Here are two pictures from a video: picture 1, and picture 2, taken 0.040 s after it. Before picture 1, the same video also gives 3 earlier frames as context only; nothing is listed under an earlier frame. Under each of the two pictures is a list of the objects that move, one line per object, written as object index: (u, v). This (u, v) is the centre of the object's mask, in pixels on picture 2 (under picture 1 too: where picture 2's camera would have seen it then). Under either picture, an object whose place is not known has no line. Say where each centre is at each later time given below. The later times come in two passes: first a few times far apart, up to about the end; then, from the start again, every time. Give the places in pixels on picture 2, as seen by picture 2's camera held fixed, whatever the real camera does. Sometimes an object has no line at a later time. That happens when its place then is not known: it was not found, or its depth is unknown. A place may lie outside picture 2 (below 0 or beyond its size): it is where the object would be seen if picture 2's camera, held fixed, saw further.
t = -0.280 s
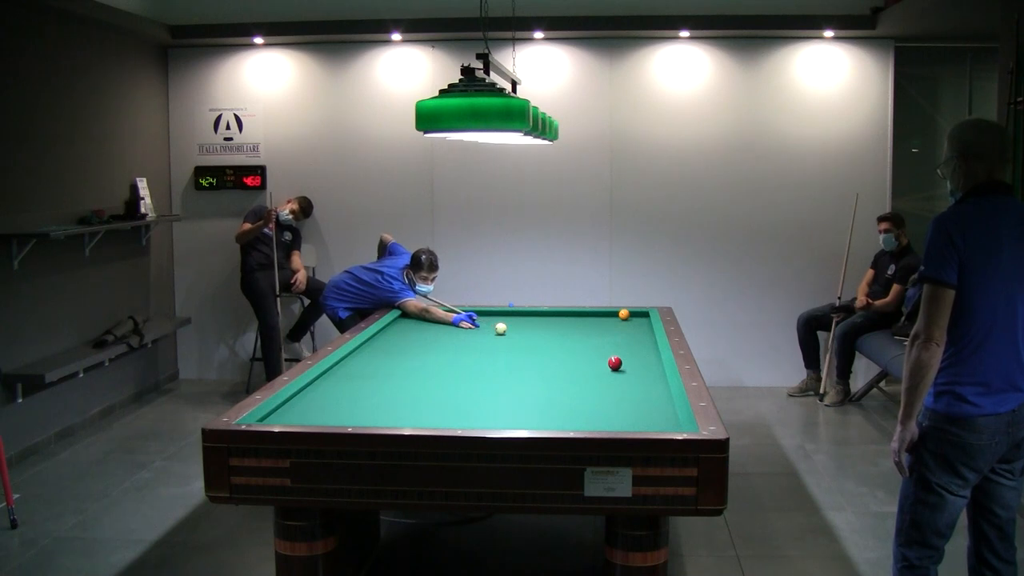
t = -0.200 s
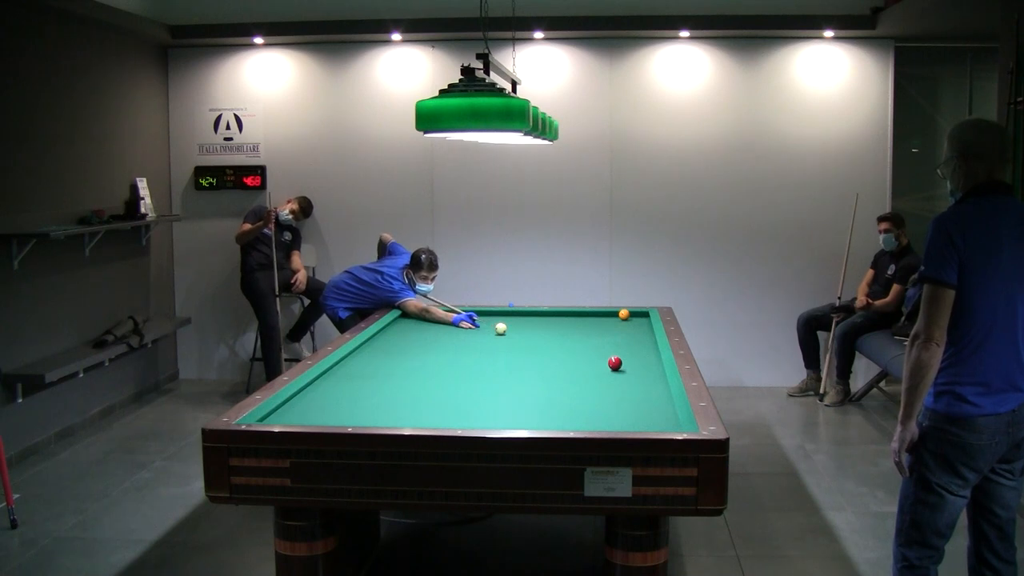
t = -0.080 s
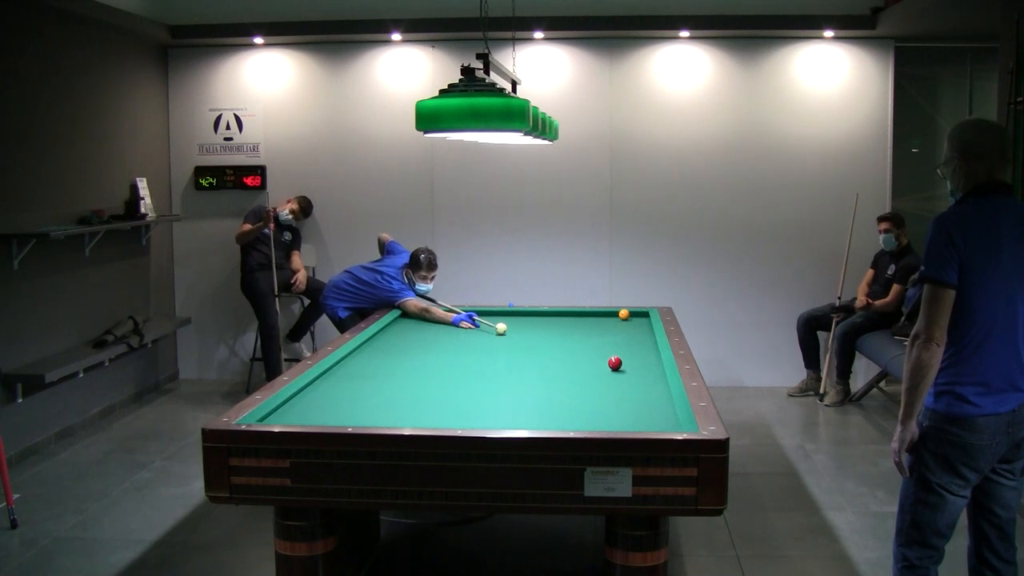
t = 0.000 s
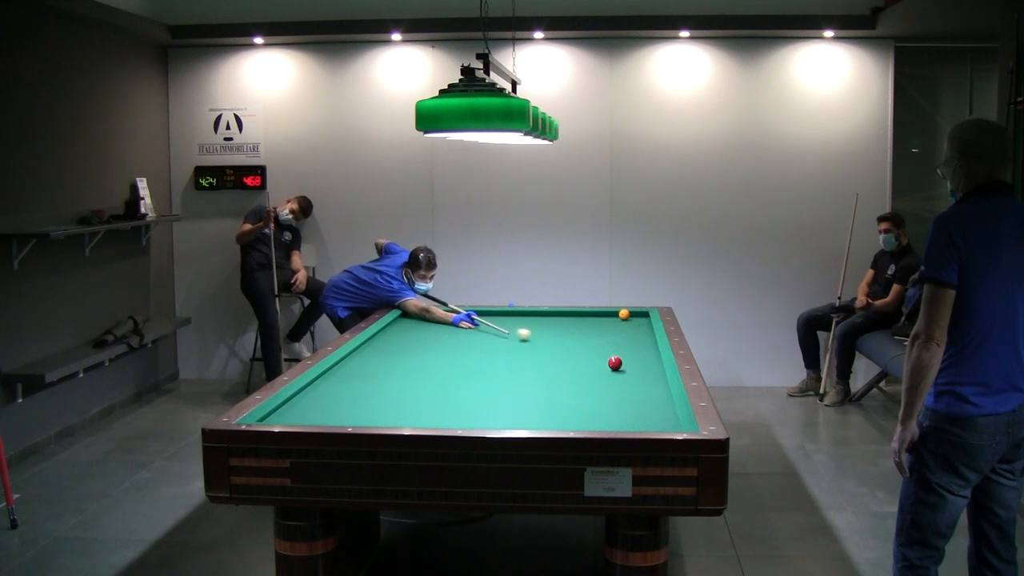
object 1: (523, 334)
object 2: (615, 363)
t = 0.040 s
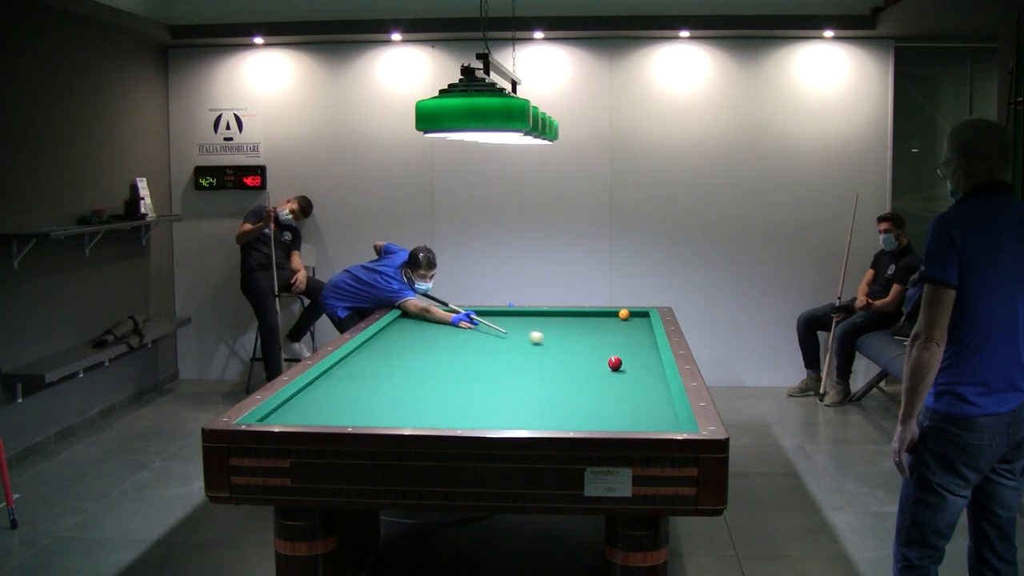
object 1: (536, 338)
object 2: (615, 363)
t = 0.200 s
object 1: (588, 351)
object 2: (615, 363)
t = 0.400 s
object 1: (654, 368)
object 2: (607, 365)
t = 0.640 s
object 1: (582, 387)
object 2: (591, 368)
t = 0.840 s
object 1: (527, 405)
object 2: (578, 371)
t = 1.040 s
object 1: (465, 422)
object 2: (565, 374)
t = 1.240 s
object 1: (407, 411)
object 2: (551, 377)
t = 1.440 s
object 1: (357, 398)
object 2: (538, 381)
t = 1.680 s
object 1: (317, 385)
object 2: (521, 384)
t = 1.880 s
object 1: (362, 377)
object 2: (508, 387)
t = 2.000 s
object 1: (385, 372)
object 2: (500, 389)
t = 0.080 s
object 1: (549, 341)
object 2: (615, 363)
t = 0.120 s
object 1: (562, 344)
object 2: (615, 363)
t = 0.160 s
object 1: (575, 348)
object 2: (615, 363)
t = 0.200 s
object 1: (588, 351)
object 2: (615, 363)
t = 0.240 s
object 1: (601, 355)
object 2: (615, 363)
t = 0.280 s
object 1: (613, 355)
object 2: (615, 363)
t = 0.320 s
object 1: (629, 362)
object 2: (613, 363)
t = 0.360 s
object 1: (646, 365)
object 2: (610, 364)
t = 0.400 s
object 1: (654, 368)
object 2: (607, 365)
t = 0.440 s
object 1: (641, 371)
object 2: (604, 365)
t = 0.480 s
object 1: (629, 374)
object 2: (602, 366)
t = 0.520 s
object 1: (617, 377)
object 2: (599, 367)
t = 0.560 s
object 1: (605, 380)
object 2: (596, 367)
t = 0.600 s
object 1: (593, 383)
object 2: (594, 368)
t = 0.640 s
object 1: (582, 387)
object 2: (591, 368)
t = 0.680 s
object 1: (572, 390)
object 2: (589, 369)
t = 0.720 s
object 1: (561, 394)
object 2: (586, 369)
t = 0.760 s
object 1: (550, 398)
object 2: (583, 370)
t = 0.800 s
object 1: (539, 401)
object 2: (581, 371)
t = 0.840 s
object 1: (527, 405)
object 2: (578, 371)
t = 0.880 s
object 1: (515, 409)
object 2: (575, 372)
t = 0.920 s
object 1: (503, 413)
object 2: (573, 373)
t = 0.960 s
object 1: (490, 417)
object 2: (570, 373)
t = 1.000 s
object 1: (478, 420)
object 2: (567, 374)
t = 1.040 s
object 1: (465, 422)
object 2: (565, 374)
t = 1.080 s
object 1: (451, 421)
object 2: (562, 375)
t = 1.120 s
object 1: (440, 419)
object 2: (559, 376)
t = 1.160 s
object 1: (429, 417)
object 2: (557, 376)
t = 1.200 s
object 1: (418, 414)
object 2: (554, 377)
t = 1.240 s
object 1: (407, 411)
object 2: (551, 377)
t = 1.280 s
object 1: (397, 408)
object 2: (549, 378)
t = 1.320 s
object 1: (386, 405)
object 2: (546, 379)
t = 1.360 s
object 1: (376, 403)
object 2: (543, 379)
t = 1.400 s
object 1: (366, 400)
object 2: (541, 380)
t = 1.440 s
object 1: (357, 398)
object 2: (538, 381)
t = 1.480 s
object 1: (348, 396)
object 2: (535, 381)
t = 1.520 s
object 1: (339, 394)
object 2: (533, 382)
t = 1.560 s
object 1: (329, 392)
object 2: (530, 382)
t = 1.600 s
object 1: (321, 389)
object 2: (527, 383)
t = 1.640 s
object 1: (313, 387)
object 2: (524, 384)
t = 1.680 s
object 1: (317, 385)
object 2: (521, 384)
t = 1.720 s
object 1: (328, 383)
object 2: (519, 385)
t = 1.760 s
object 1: (338, 382)
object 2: (516, 385)
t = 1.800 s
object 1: (347, 380)
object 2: (513, 386)
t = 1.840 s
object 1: (355, 378)
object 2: (511, 387)
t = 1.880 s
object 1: (362, 377)
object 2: (508, 387)
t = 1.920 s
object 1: (370, 375)
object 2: (505, 388)
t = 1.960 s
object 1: (377, 374)
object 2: (503, 389)
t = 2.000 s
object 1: (385, 372)
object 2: (500, 389)
